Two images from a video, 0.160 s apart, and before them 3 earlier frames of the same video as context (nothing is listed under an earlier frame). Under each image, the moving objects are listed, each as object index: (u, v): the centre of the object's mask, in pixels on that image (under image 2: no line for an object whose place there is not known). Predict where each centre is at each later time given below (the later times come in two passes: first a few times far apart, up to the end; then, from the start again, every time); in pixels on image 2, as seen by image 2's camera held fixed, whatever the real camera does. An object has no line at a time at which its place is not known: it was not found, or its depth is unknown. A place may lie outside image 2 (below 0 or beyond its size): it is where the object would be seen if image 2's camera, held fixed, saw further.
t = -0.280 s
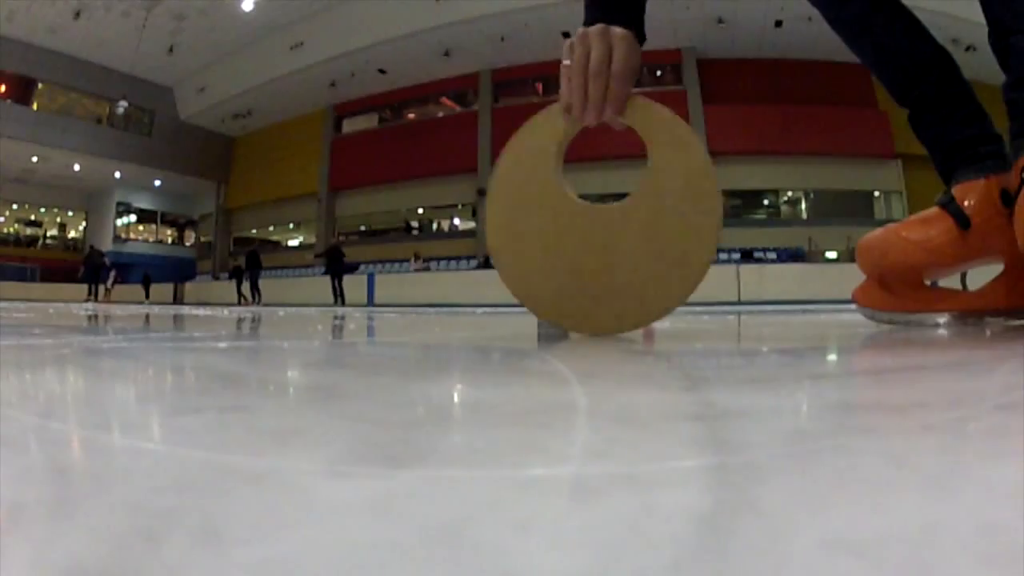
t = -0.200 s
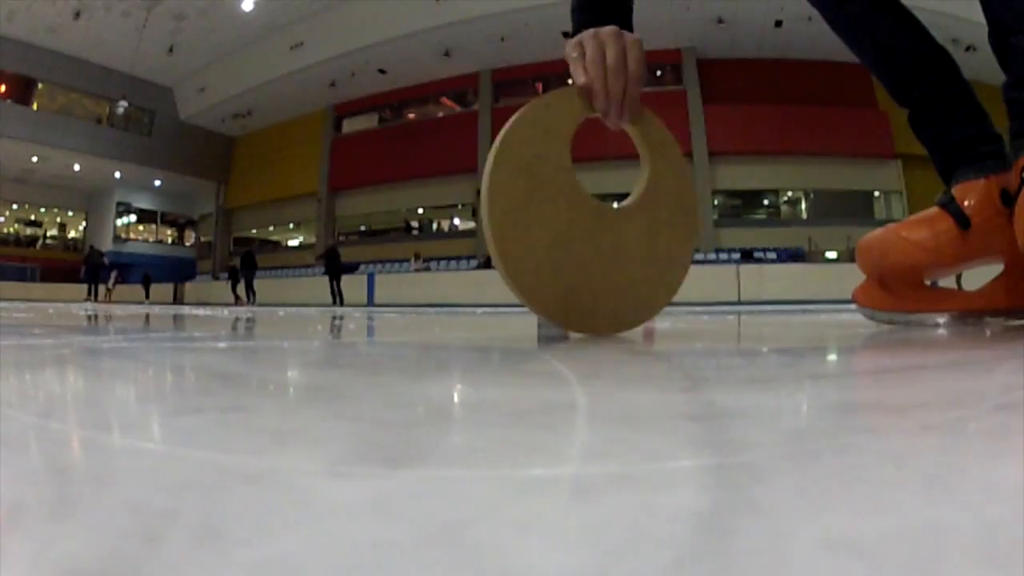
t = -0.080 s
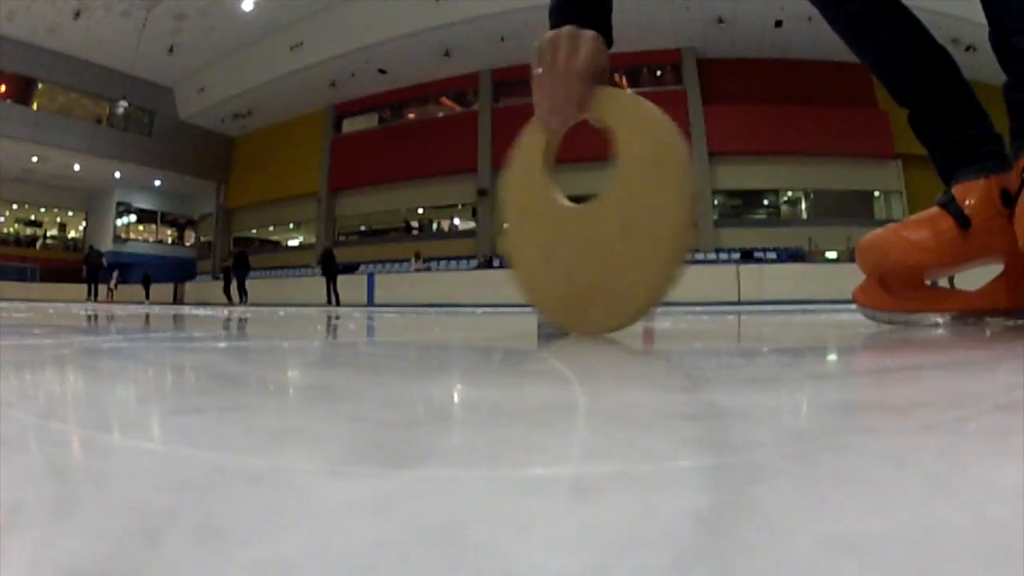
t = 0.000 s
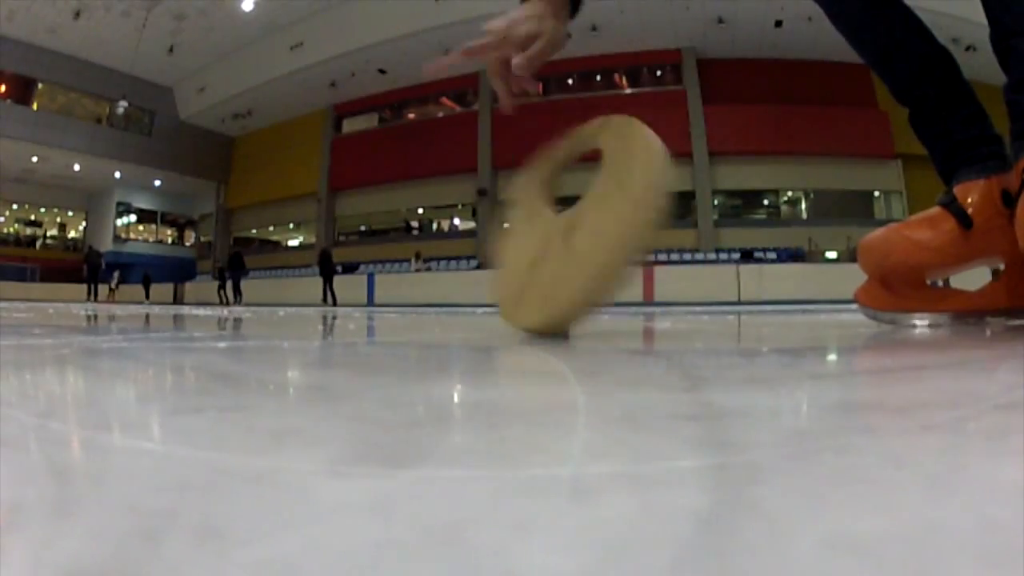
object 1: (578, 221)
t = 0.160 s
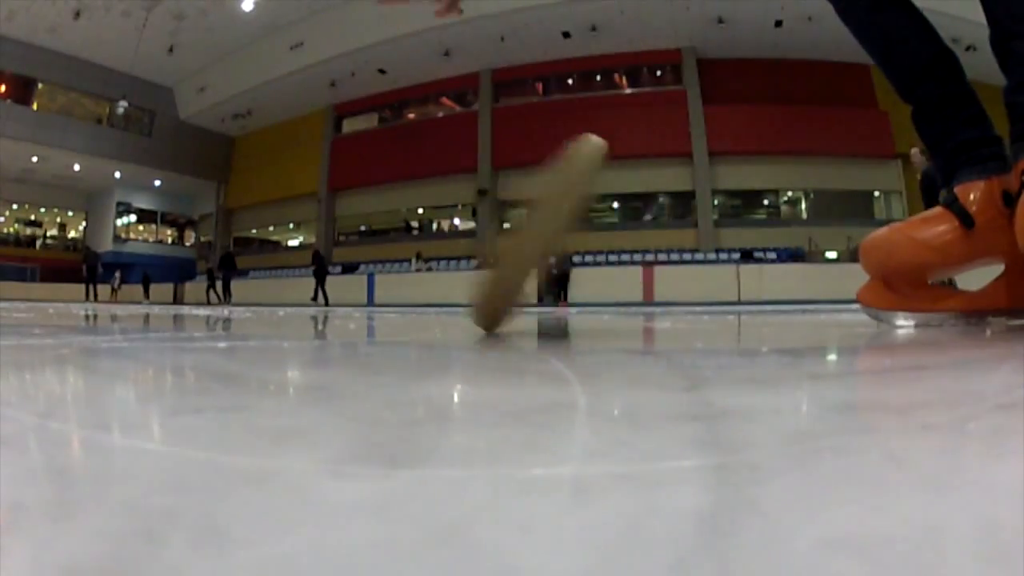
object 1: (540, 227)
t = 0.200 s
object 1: (549, 227)
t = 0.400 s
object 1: (515, 251)
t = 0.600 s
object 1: (493, 240)
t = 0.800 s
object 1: (475, 246)
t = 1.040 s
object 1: (454, 245)
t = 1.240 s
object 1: (454, 245)
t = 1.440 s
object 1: (439, 257)
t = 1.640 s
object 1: (416, 252)
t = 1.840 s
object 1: (405, 253)
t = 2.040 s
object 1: (408, 254)
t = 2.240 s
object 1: (398, 256)
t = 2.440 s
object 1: (396, 263)
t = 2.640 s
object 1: (400, 274)
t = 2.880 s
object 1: (402, 260)
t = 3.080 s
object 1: (397, 260)
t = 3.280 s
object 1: (404, 263)
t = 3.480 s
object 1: (407, 273)
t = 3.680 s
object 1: (407, 263)
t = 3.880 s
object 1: (415, 260)
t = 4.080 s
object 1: (416, 260)
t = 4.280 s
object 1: (415, 266)
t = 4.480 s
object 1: (418, 283)
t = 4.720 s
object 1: (411, 263)
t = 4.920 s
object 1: (404, 280)
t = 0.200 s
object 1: (549, 227)
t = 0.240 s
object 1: (529, 234)
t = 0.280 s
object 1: (534, 230)
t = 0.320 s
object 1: (512, 223)
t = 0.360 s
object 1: (519, 229)
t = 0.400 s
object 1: (515, 251)
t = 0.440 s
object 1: (520, 248)
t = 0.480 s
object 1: (498, 228)
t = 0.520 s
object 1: (507, 229)
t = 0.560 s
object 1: (488, 229)
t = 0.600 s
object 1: (493, 240)
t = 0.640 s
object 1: (490, 236)
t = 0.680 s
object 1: (490, 237)
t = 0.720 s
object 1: (481, 230)
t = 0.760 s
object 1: (468, 246)
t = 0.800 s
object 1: (475, 246)
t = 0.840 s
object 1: (467, 245)
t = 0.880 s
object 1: (477, 245)
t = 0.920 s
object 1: (463, 250)
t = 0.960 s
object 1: (471, 247)
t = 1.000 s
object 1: (458, 240)
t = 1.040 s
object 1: (454, 245)
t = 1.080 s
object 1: (457, 249)
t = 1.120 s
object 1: (457, 262)
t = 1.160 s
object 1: (460, 251)
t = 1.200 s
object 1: (447, 243)
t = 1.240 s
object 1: (454, 245)
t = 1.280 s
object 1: (451, 241)
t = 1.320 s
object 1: (437, 249)
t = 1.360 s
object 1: (442, 257)
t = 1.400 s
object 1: (442, 256)
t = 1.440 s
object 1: (439, 257)
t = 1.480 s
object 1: (433, 254)
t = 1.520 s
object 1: (423, 259)
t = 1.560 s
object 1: (427, 256)
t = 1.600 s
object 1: (420, 252)
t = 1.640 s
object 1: (416, 252)
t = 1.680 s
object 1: (422, 254)
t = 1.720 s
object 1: (414, 258)
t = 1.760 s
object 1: (417, 266)
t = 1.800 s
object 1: (419, 261)
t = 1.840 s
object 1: (405, 253)
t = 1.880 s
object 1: (406, 252)
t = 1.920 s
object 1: (407, 252)
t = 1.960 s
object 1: (401, 253)
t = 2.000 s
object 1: (403, 255)
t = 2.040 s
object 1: (408, 254)
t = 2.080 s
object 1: (403, 251)
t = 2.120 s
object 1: (395, 255)
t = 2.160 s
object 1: (399, 256)
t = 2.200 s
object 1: (402, 256)
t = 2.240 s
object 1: (398, 256)
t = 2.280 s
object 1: (400, 256)
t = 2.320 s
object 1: (405, 257)
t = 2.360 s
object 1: (401, 255)
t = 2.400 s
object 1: (393, 259)
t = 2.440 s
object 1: (396, 263)
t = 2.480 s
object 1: (399, 267)
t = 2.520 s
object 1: (398, 269)
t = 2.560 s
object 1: (403, 272)
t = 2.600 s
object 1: (401, 272)
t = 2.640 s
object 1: (400, 274)
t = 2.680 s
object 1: (404, 270)
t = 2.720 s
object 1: (404, 264)
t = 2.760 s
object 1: (396, 261)
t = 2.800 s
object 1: (396, 261)
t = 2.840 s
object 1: (400, 260)
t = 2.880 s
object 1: (402, 260)
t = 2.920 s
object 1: (400, 261)
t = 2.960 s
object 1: (403, 261)
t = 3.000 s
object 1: (406, 261)
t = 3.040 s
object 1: (405, 259)
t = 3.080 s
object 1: (397, 260)
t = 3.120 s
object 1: (394, 261)
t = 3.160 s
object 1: (397, 262)
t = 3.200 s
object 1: (401, 263)
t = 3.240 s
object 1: (401, 262)
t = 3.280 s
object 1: (404, 263)
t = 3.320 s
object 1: (408, 264)
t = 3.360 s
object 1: (412, 266)
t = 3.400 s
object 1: (404, 268)
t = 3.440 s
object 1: (404, 272)
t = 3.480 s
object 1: (407, 273)
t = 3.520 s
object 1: (407, 270)
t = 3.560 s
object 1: (401, 267)
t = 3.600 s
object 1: (401, 265)
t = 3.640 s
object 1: (405, 264)
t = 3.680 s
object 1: (407, 263)
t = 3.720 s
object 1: (406, 264)
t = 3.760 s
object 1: (409, 264)
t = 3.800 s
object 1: (413, 263)
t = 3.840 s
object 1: (416, 263)
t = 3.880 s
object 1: (415, 260)
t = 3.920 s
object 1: (410, 261)
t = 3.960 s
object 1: (411, 261)
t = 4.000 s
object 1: (414, 262)
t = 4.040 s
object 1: (418, 261)
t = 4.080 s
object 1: (416, 260)
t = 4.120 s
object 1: (411, 262)
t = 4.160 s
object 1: (409, 264)
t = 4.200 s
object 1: (411, 265)
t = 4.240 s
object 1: (414, 266)
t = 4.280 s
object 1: (415, 266)
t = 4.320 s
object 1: (414, 268)
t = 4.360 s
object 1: (417, 270)
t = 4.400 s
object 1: (421, 274)
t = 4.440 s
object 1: (417, 280)
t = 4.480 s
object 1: (418, 283)
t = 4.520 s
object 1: (419, 280)
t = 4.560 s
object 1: (414, 272)
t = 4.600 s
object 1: (410, 267)
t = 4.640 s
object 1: (411, 264)
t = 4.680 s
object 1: (413, 263)
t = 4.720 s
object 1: (411, 263)
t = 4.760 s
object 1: (406, 266)
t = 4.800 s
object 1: (402, 269)
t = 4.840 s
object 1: (404, 273)
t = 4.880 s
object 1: (404, 278)
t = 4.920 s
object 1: (404, 280)
